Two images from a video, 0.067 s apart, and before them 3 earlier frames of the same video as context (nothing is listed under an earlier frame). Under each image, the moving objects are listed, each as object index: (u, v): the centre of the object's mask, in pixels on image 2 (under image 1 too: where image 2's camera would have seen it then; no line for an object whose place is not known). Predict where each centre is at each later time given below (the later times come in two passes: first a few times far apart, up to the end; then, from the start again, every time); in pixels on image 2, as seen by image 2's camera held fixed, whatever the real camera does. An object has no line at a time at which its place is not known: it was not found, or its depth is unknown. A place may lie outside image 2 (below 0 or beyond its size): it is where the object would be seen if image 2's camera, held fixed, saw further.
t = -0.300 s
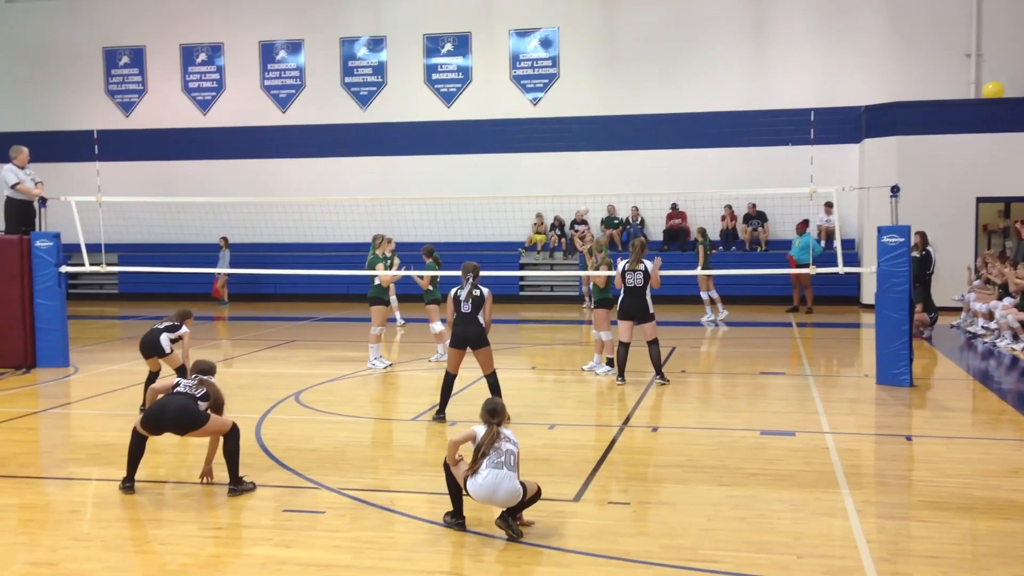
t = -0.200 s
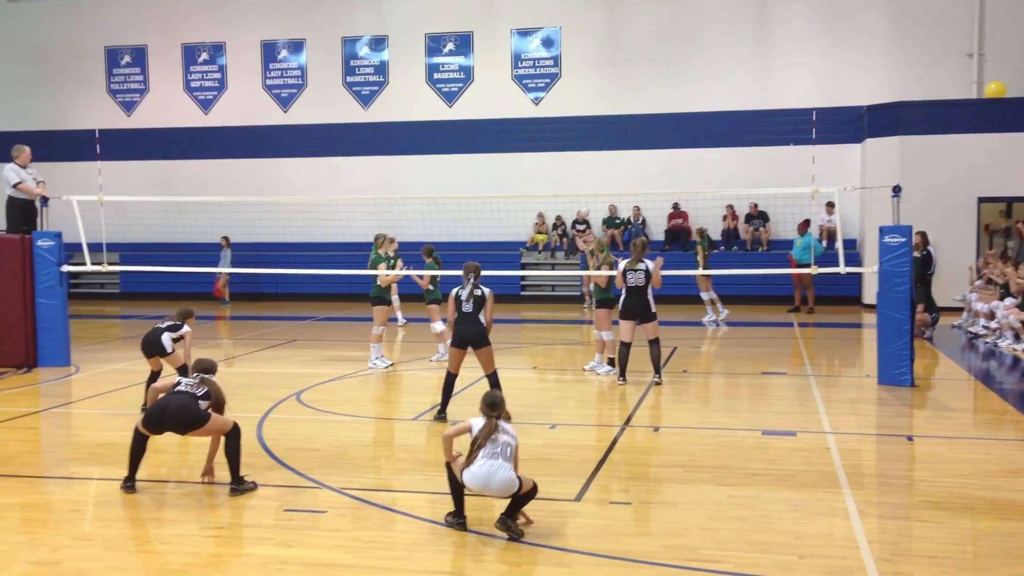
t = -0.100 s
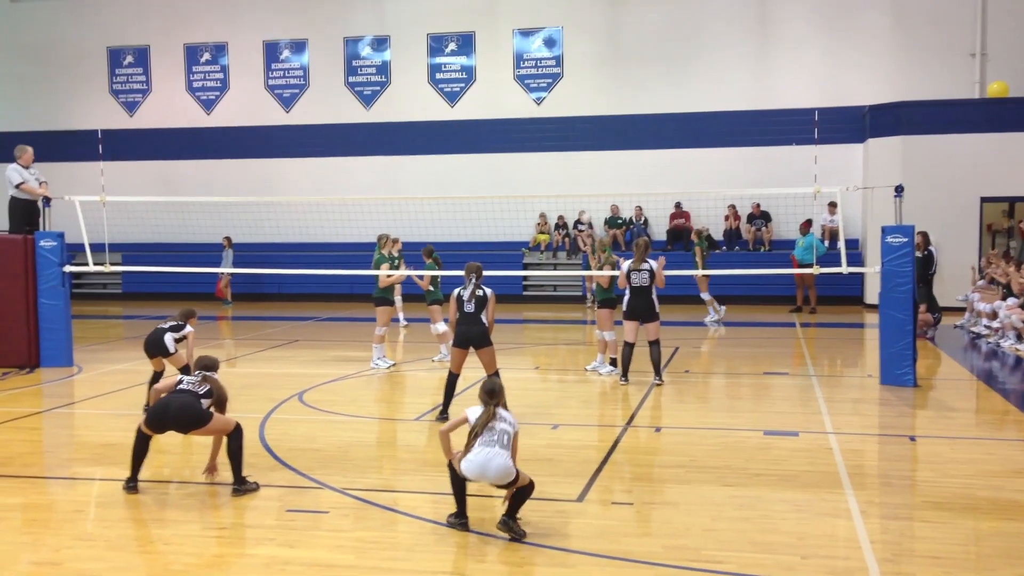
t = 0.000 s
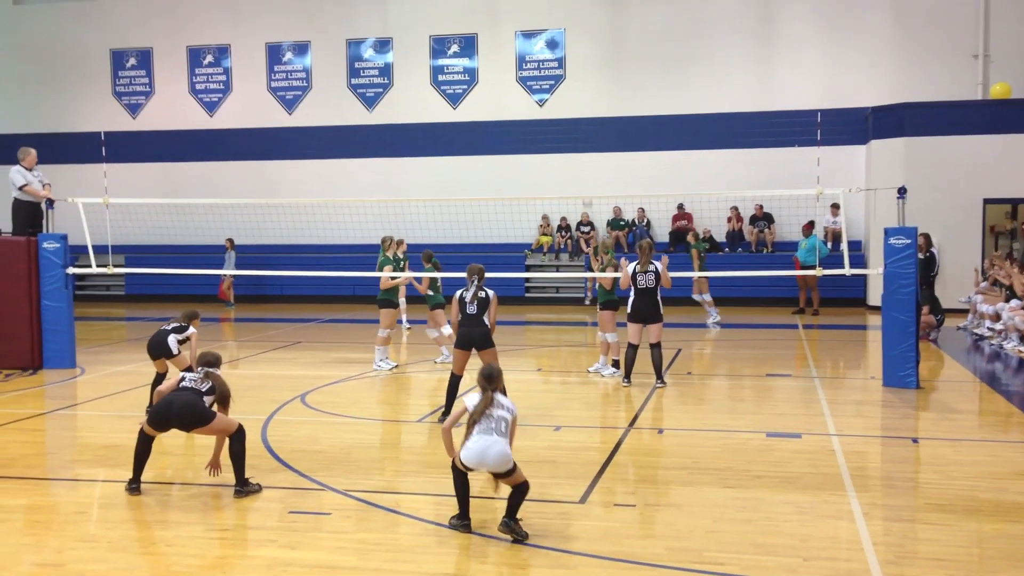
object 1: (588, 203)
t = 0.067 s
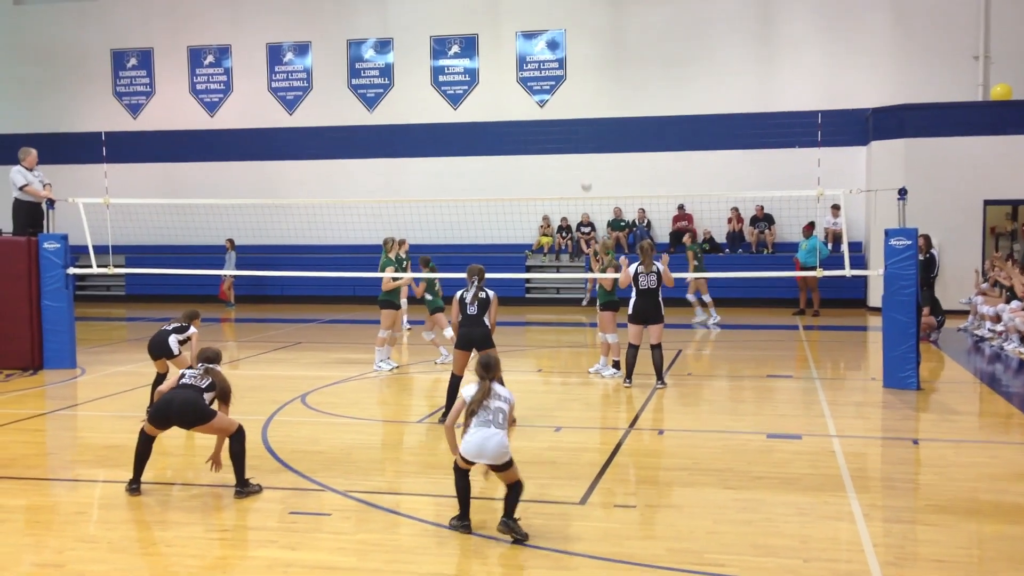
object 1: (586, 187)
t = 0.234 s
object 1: (581, 146)
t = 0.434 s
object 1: (573, 112)
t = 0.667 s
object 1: (557, 96)
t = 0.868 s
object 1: (541, 120)
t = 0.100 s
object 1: (585, 178)
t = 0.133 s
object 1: (585, 170)
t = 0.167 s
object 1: (583, 161)
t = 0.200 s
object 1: (582, 153)
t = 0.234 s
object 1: (581, 146)
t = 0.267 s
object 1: (580, 139)
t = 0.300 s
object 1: (579, 133)
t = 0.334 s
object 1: (577, 127)
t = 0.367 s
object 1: (576, 121)
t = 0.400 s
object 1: (574, 117)
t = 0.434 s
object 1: (573, 112)
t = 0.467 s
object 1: (571, 107)
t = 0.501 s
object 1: (569, 104)
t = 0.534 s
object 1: (567, 100)
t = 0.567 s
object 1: (564, 98)
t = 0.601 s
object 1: (562, 96)
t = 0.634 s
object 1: (559, 96)
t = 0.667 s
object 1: (557, 96)
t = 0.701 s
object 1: (555, 97)
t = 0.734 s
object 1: (552, 99)
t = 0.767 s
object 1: (549, 103)
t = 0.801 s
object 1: (547, 107)
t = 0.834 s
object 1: (544, 113)
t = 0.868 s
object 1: (541, 120)
